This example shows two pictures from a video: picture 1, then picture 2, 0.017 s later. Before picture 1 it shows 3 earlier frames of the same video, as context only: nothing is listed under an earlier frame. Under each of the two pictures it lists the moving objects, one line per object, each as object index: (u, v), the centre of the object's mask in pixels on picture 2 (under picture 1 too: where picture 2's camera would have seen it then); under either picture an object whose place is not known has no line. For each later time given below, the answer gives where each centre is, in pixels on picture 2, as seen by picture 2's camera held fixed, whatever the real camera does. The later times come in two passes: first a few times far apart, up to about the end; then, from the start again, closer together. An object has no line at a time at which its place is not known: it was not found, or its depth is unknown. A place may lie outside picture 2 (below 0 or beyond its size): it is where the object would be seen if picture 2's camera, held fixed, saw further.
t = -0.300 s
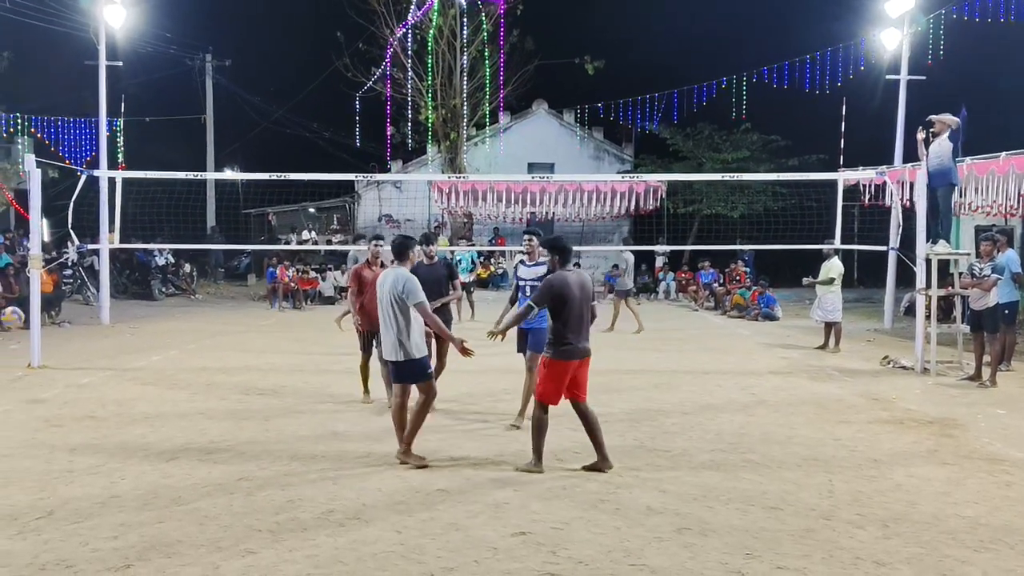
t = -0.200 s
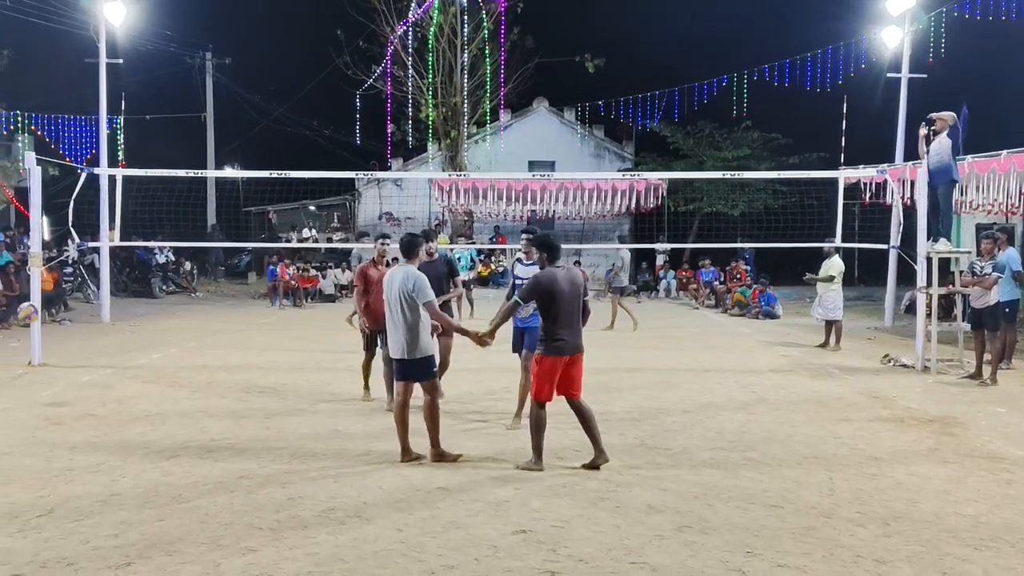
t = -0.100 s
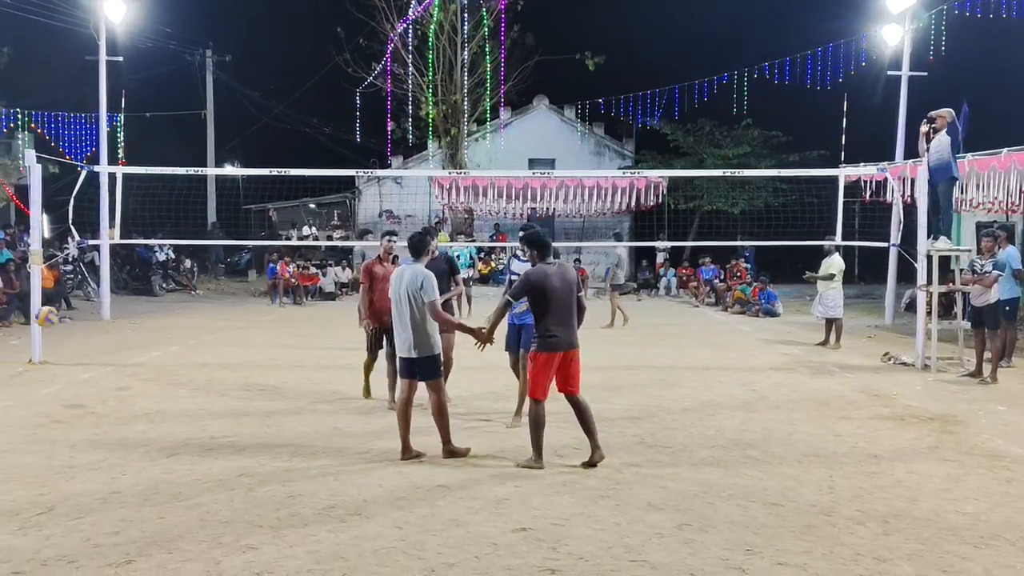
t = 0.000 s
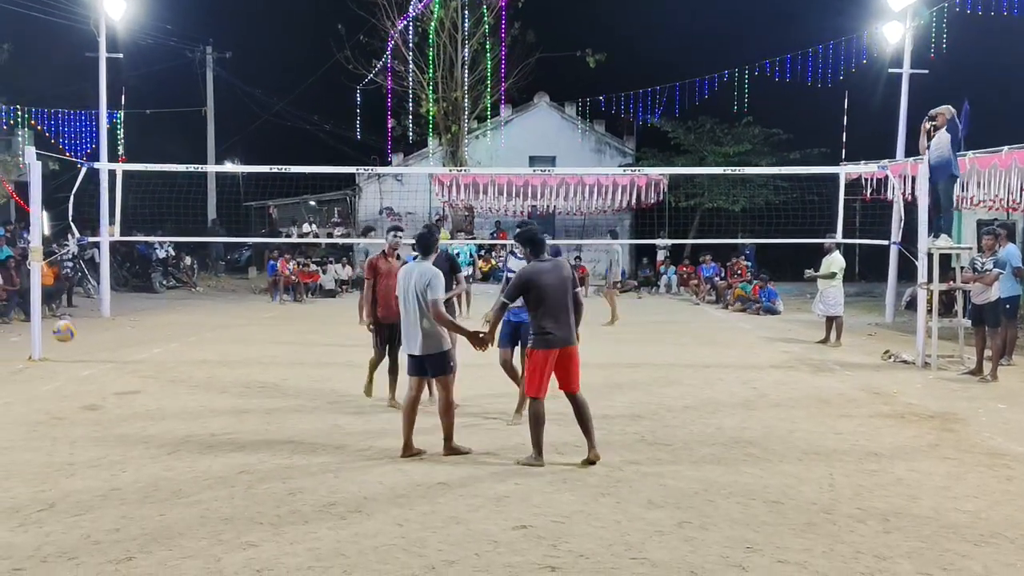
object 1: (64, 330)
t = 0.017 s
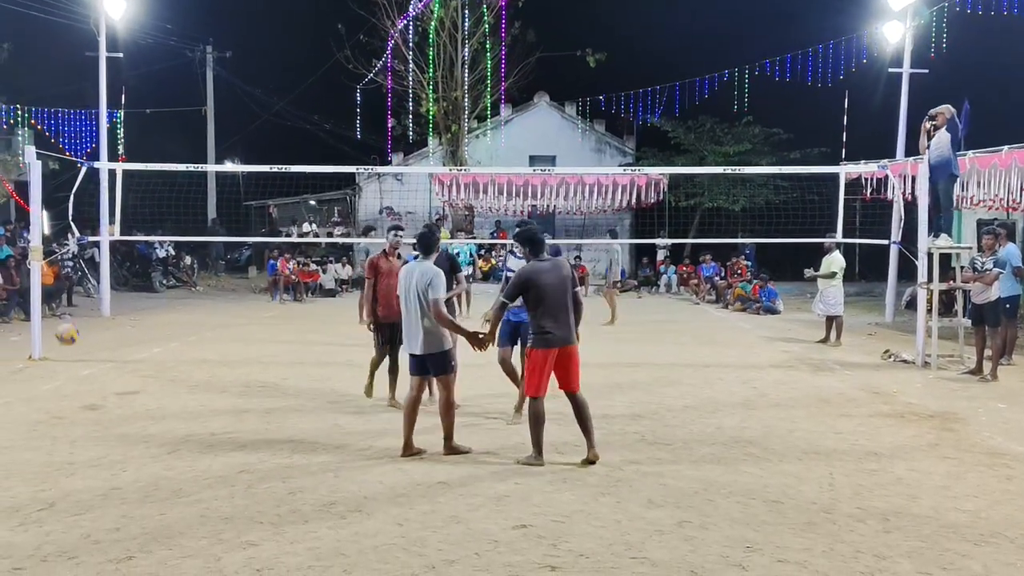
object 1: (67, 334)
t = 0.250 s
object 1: (111, 386)
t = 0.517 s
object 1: (163, 352)
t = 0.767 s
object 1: (218, 391)
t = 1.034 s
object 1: (282, 396)
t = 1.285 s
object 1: (349, 399)
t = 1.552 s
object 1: (428, 458)
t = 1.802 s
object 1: (509, 441)
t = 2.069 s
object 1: (608, 511)
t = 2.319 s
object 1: (716, 487)
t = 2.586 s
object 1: (846, 555)
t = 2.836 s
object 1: (984, 548)
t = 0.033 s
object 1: (70, 338)
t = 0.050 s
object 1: (73, 344)
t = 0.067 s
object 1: (76, 349)
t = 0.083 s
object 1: (80, 353)
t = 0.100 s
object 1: (83, 360)
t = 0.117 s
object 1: (86, 366)
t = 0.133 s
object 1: (89, 371)
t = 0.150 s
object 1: (92, 377)
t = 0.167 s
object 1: (95, 385)
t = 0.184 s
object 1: (99, 391)
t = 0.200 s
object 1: (102, 399)
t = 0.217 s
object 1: (106, 396)
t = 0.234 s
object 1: (107, 392)
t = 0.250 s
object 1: (111, 386)
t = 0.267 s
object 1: (114, 383)
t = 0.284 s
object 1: (117, 379)
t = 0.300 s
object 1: (120, 375)
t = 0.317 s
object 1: (123, 372)
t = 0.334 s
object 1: (127, 368)
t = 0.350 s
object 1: (130, 365)
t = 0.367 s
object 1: (132, 363)
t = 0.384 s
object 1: (136, 359)
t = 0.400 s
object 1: (140, 358)
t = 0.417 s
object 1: (143, 356)
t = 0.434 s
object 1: (146, 355)
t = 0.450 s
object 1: (149, 353)
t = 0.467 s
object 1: (153, 352)
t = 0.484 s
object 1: (157, 352)
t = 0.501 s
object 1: (159, 351)
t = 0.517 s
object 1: (163, 352)
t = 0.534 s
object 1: (166, 351)
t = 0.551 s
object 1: (170, 352)
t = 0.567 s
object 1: (173, 353)
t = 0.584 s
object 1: (177, 355)
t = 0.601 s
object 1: (181, 356)
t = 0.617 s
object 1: (184, 358)
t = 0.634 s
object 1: (188, 360)
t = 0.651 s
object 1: (191, 363)
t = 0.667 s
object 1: (195, 366)
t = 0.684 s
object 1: (198, 370)
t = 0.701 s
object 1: (202, 372)
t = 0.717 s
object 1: (207, 378)
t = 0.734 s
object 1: (210, 381)
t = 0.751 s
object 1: (214, 386)
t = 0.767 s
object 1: (218, 391)
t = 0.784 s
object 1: (222, 397)
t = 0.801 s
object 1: (226, 402)
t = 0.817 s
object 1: (229, 410)
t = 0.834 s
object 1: (234, 415)
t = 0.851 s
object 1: (237, 423)
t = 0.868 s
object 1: (241, 431)
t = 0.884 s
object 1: (245, 432)
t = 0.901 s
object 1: (249, 426)
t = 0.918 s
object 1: (253, 422)
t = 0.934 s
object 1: (258, 417)
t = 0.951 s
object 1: (262, 414)
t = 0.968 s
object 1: (266, 408)
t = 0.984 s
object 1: (270, 405)
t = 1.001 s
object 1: (274, 401)
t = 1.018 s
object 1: (278, 399)
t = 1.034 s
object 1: (282, 396)
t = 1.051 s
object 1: (286, 394)
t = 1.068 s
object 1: (291, 392)
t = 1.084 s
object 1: (295, 390)
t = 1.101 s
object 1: (299, 389)
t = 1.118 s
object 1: (303, 389)
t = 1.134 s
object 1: (308, 387)
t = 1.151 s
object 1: (313, 387)
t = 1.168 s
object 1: (318, 387)
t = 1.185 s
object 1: (322, 388)
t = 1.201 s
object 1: (326, 389)
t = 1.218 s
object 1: (330, 389)
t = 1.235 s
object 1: (335, 392)
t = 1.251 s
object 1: (340, 393)
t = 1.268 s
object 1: (345, 396)
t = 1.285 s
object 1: (349, 399)
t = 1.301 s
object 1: (354, 402)
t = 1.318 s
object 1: (358, 406)
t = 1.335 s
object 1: (363, 411)
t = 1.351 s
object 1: (368, 415)
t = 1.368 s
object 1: (373, 420)
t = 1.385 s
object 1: (377, 425)
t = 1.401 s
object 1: (383, 430)
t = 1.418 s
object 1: (388, 437)
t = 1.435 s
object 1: (392, 443)
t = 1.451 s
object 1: (397, 451)
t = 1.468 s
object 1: (404, 459)
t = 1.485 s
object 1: (408, 466)
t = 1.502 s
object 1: (413, 474)
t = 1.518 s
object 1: (418, 469)
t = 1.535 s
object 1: (422, 464)
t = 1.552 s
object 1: (428, 458)
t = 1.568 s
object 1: (434, 454)
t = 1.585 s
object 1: (439, 451)
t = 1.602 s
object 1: (443, 448)
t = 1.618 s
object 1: (448, 447)
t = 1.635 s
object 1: (453, 445)
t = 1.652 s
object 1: (459, 441)
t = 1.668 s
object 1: (465, 439)
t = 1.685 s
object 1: (470, 437)
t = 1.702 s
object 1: (476, 437)
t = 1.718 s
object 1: (482, 436)
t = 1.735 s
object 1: (486, 436)
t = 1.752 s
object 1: (492, 437)
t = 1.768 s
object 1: (497, 438)
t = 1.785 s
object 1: (504, 439)
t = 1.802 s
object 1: (509, 441)
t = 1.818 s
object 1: (516, 442)
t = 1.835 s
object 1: (521, 444)
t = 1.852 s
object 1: (527, 448)
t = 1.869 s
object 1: (533, 452)
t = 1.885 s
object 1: (538, 456)
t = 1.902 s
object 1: (543, 461)
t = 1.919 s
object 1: (550, 465)
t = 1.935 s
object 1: (557, 471)
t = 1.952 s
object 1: (563, 477)
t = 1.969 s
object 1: (569, 483)
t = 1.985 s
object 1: (574, 491)
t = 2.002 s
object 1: (581, 499)
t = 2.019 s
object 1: (588, 506)
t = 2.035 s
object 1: (595, 516)
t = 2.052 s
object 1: (601, 517)
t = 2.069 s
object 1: (608, 511)
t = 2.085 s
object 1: (615, 506)
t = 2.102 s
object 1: (620, 502)
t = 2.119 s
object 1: (628, 498)
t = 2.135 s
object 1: (634, 493)
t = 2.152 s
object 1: (641, 490)
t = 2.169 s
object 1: (649, 488)
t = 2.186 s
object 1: (655, 485)
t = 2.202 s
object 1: (662, 484)
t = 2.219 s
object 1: (669, 484)
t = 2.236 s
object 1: (677, 483)
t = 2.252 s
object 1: (685, 483)
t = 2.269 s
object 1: (694, 482)
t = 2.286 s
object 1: (700, 484)
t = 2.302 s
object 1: (708, 485)
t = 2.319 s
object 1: (716, 487)
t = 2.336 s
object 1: (723, 490)
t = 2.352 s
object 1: (731, 492)
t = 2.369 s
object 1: (738, 496)
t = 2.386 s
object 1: (745, 499)
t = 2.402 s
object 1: (754, 504)
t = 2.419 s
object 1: (761, 510)
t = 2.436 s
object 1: (770, 515)
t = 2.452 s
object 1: (778, 521)
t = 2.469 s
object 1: (786, 528)
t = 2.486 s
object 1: (794, 535)
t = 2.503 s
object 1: (803, 545)
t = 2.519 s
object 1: (811, 553)
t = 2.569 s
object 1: (838, 560)
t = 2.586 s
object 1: (846, 555)
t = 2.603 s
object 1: (854, 551)
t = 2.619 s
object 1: (863, 547)
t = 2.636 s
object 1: (871, 544)
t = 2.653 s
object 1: (881, 541)
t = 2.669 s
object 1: (890, 539)
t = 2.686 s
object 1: (898, 538)
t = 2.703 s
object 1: (907, 536)
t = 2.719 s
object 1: (916, 535)
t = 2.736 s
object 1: (926, 535)
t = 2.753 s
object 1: (935, 536)
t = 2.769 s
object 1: (945, 537)
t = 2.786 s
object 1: (954, 539)
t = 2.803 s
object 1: (964, 540)
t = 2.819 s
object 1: (974, 544)
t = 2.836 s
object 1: (984, 548)
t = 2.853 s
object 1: (995, 553)
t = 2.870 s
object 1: (1007, 558)
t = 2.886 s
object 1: (1016, 562)
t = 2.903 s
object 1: (1022, 565)
